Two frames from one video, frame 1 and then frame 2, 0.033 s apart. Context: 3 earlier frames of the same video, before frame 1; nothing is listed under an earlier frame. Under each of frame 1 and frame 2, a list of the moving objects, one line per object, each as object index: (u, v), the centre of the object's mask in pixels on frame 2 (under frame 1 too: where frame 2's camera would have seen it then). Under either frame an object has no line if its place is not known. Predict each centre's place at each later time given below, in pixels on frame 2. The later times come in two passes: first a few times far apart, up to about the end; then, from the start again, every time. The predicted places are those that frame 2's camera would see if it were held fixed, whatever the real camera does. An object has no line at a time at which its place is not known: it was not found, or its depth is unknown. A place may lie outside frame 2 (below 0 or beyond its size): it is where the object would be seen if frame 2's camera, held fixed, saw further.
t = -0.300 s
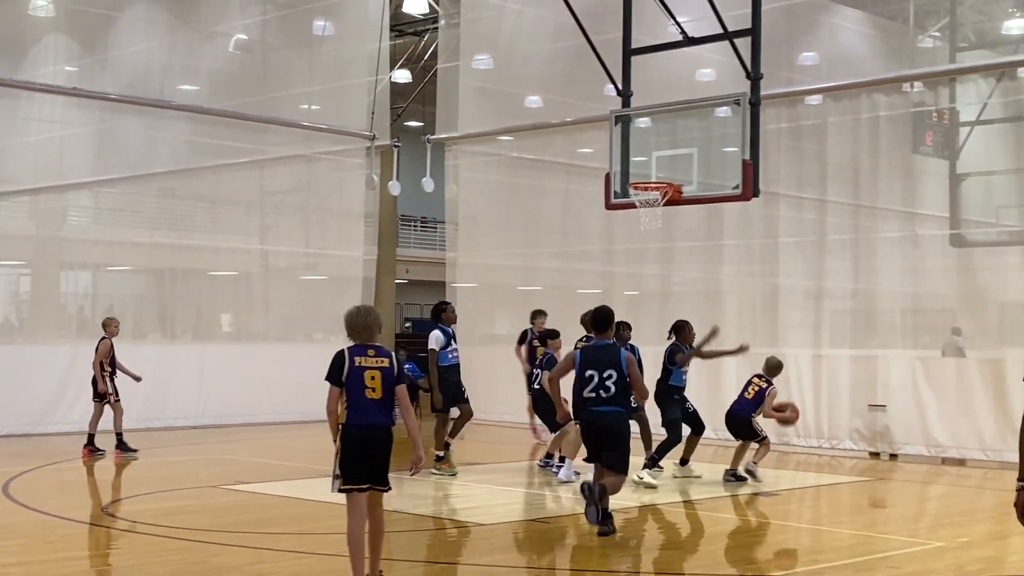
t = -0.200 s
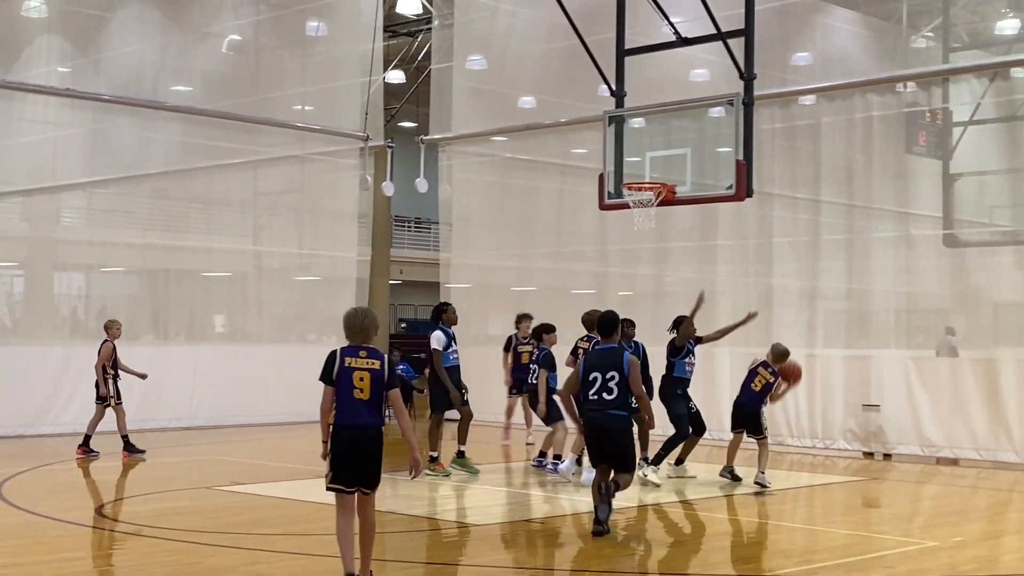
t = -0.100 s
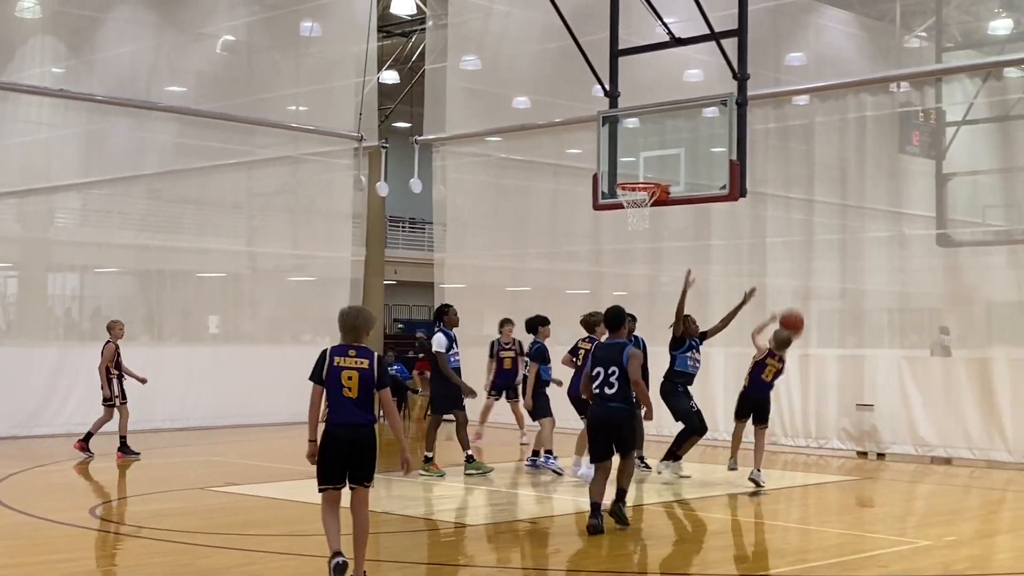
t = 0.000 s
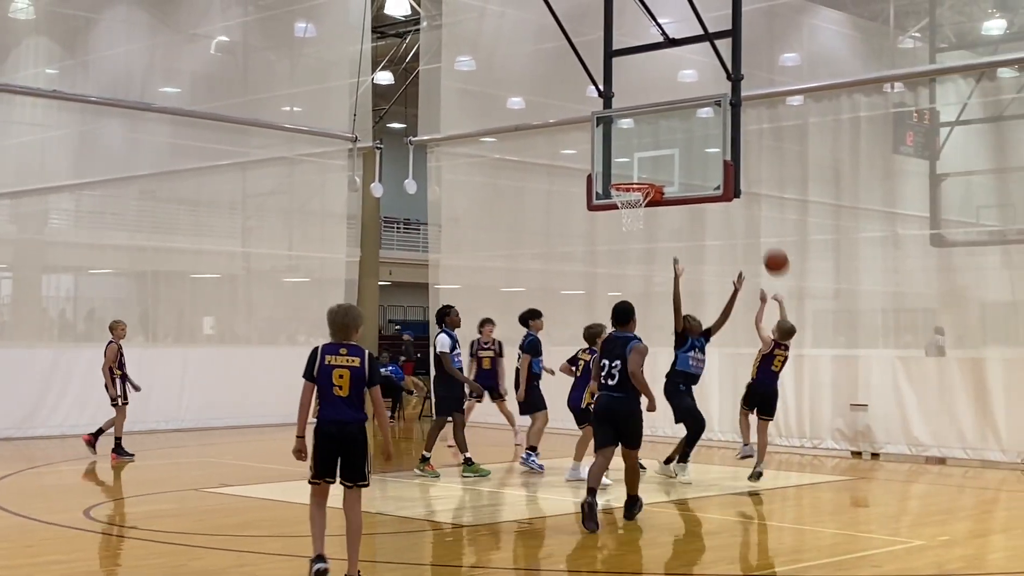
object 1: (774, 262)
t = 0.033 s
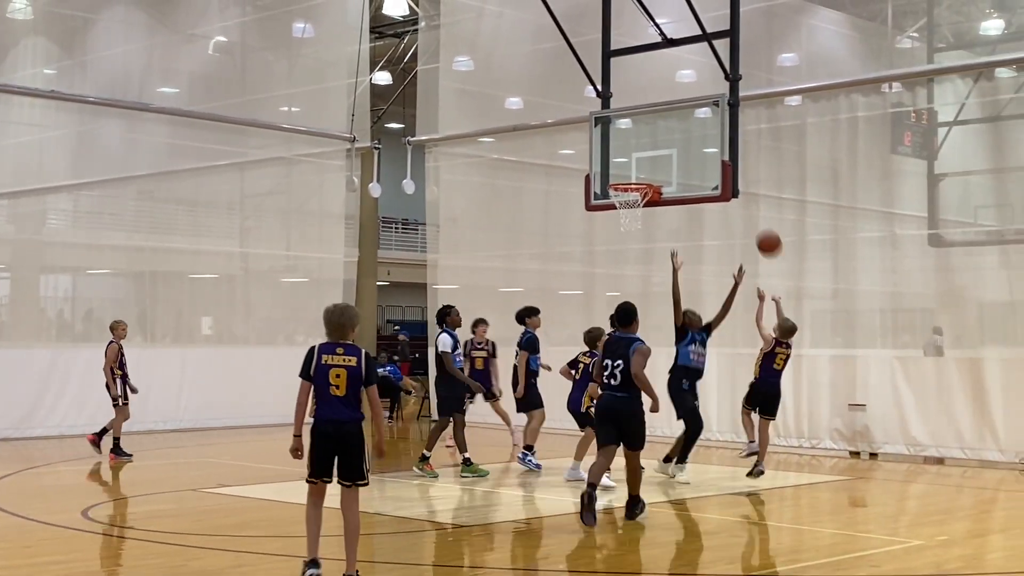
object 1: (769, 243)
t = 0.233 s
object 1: (739, 157)
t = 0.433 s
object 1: (708, 111)
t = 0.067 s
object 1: (764, 226)
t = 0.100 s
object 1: (759, 210)
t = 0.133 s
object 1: (754, 195)
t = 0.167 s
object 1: (749, 181)
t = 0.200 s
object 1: (744, 168)
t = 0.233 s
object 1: (739, 157)
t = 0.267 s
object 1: (734, 147)
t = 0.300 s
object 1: (729, 137)
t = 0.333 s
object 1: (724, 129)
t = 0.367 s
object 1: (719, 122)
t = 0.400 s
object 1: (713, 116)
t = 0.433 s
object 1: (708, 111)
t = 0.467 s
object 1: (704, 107)
